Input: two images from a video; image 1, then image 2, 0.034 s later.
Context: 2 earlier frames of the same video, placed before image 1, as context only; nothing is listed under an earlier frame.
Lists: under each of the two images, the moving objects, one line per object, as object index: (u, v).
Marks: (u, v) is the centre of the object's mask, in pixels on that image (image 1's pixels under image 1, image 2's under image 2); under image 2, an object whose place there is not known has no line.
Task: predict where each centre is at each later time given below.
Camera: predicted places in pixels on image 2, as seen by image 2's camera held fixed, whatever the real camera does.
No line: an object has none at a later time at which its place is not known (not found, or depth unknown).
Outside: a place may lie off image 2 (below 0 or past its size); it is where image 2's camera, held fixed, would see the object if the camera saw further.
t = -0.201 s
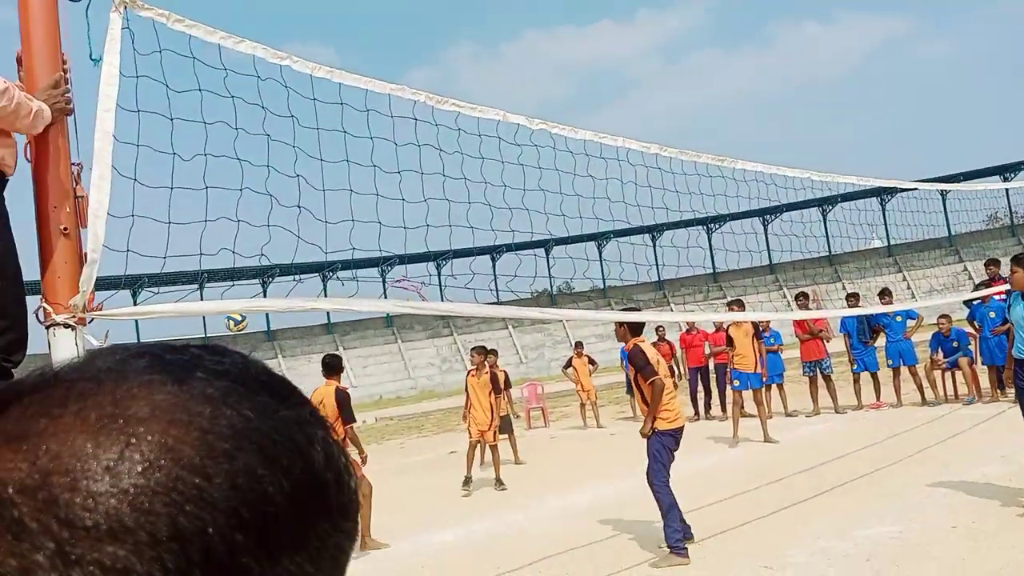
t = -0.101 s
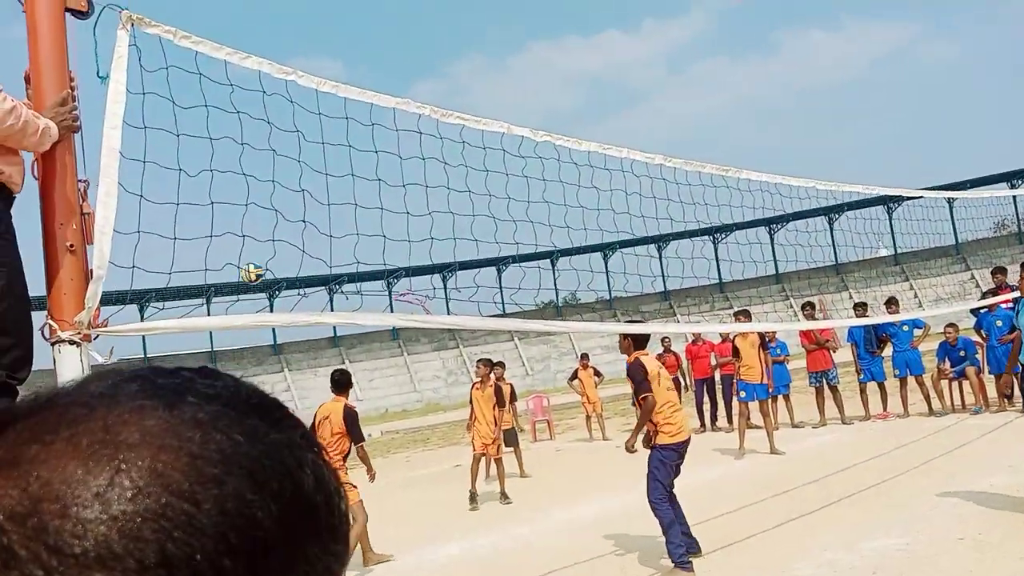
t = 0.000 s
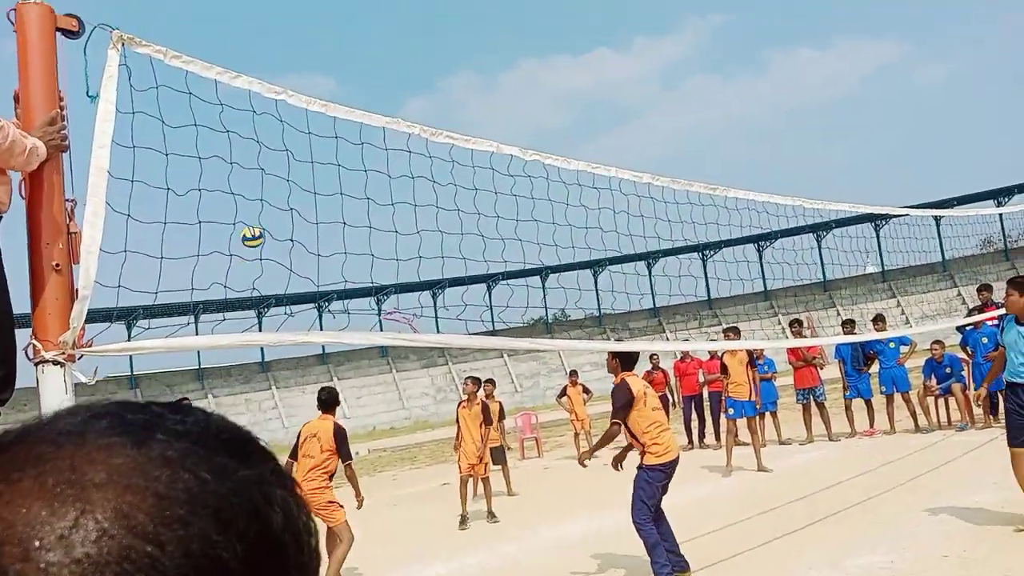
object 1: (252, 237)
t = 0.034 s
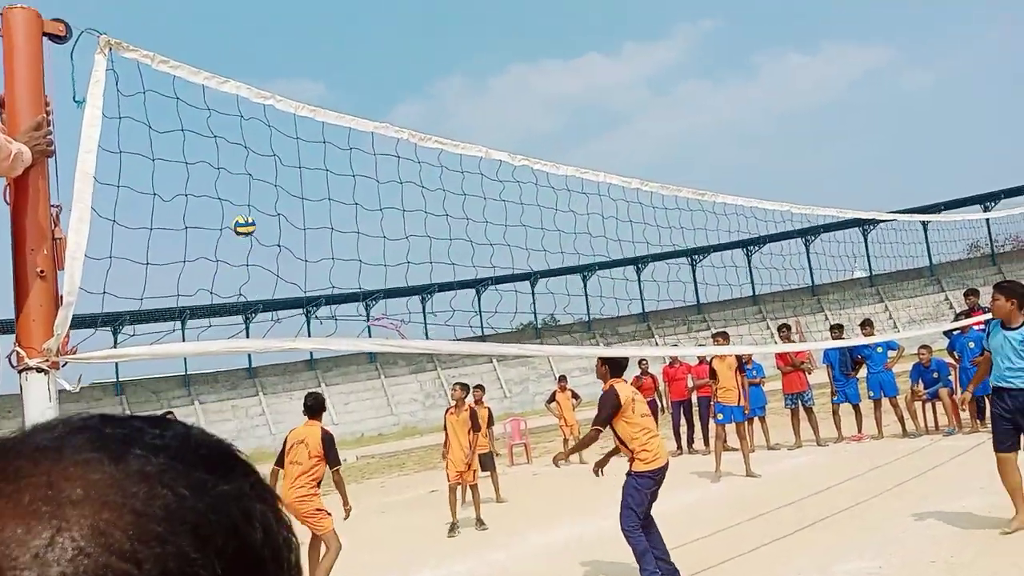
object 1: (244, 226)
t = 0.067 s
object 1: (247, 204)
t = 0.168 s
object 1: (272, 135)
